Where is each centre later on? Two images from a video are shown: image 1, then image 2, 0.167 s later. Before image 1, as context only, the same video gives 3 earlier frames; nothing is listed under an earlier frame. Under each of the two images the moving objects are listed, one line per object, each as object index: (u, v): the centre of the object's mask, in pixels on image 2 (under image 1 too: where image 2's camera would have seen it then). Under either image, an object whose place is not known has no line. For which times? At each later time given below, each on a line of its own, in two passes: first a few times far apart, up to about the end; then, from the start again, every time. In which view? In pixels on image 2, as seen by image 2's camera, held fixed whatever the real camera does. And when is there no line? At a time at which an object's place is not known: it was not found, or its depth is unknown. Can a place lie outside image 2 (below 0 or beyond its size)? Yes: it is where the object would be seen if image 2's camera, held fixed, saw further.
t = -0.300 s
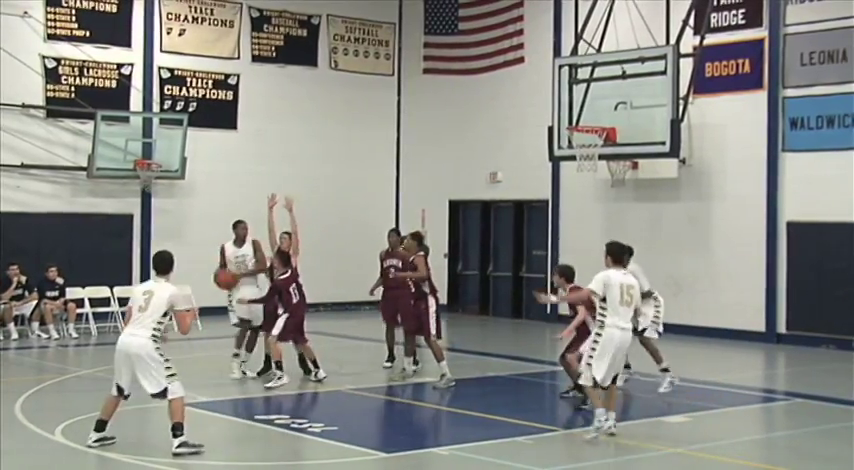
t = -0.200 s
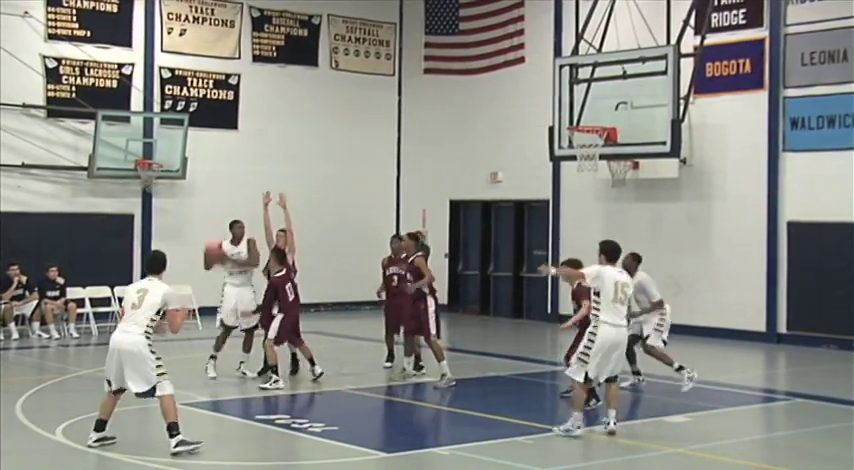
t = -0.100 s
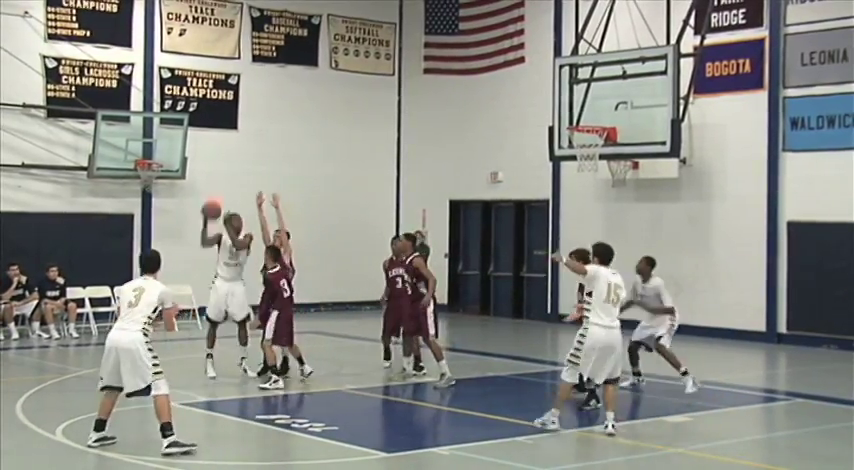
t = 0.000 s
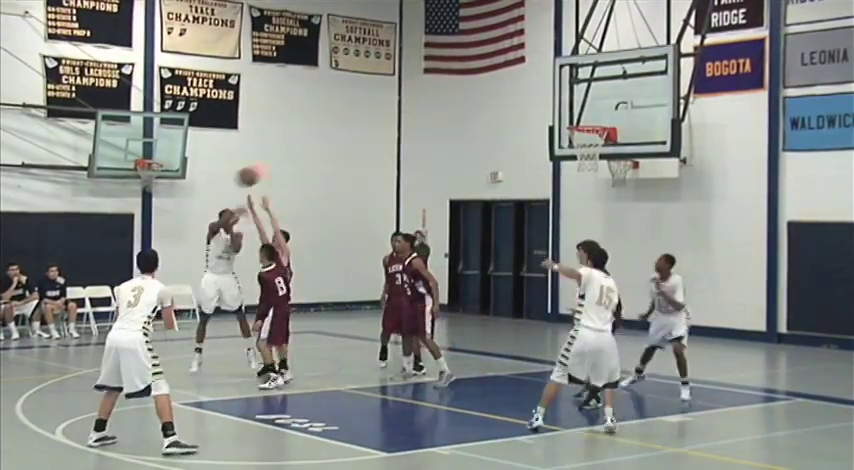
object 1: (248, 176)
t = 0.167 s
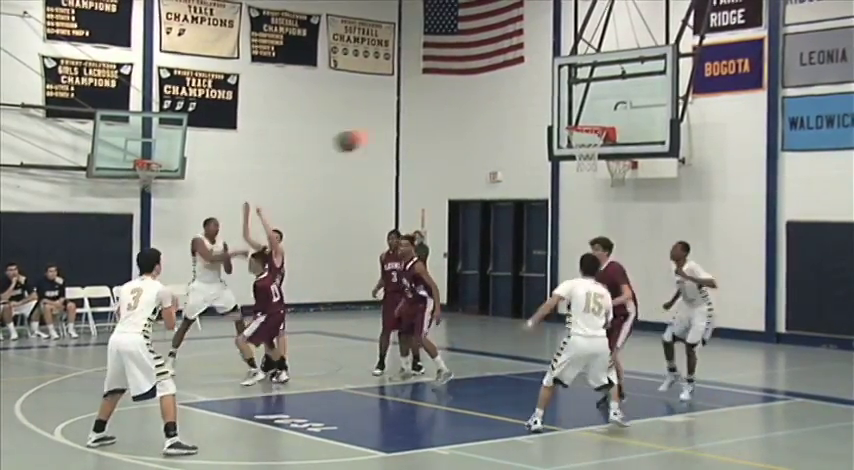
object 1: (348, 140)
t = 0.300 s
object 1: (442, 125)
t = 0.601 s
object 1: (696, 150)
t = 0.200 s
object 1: (369, 136)
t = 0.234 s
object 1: (395, 131)
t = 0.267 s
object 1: (416, 127)
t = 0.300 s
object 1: (442, 125)
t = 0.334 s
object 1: (465, 124)
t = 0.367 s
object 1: (491, 123)
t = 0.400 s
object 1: (515, 123)
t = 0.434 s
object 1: (541, 125)
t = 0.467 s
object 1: (570, 127)
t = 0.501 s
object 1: (602, 131)
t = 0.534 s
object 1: (631, 135)
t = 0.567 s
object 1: (665, 143)
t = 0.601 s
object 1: (696, 150)
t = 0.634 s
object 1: (730, 159)
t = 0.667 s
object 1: (767, 171)
